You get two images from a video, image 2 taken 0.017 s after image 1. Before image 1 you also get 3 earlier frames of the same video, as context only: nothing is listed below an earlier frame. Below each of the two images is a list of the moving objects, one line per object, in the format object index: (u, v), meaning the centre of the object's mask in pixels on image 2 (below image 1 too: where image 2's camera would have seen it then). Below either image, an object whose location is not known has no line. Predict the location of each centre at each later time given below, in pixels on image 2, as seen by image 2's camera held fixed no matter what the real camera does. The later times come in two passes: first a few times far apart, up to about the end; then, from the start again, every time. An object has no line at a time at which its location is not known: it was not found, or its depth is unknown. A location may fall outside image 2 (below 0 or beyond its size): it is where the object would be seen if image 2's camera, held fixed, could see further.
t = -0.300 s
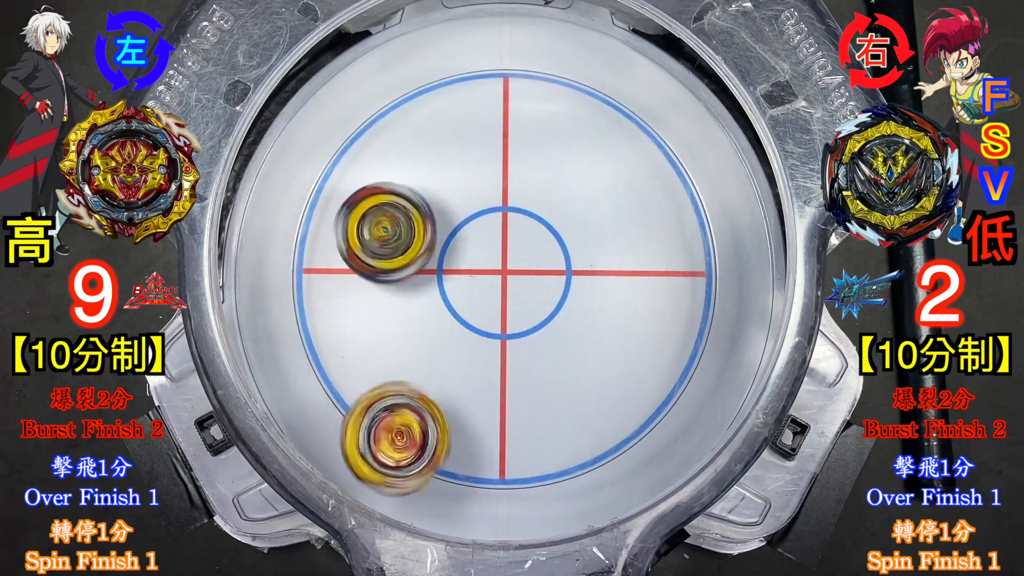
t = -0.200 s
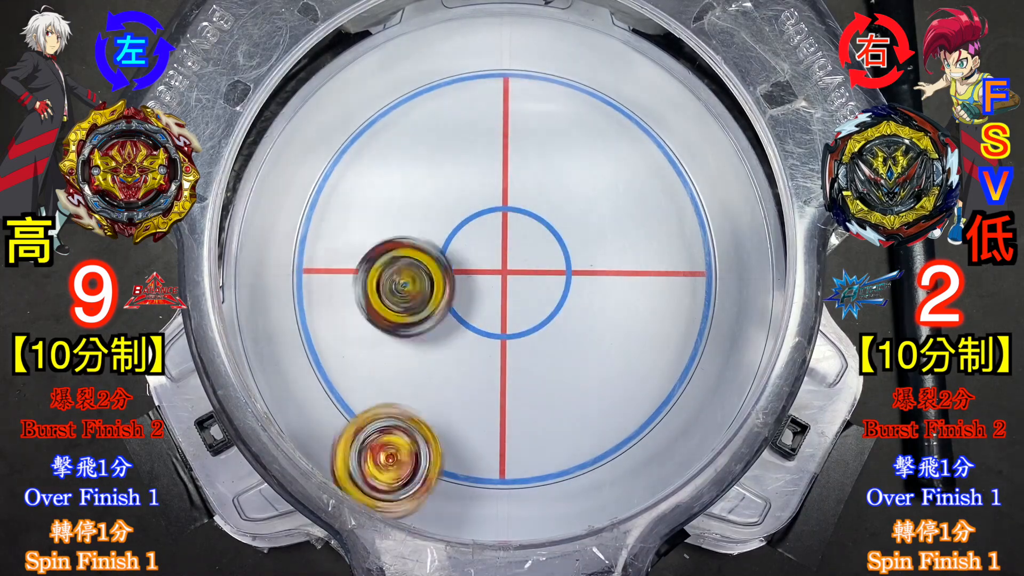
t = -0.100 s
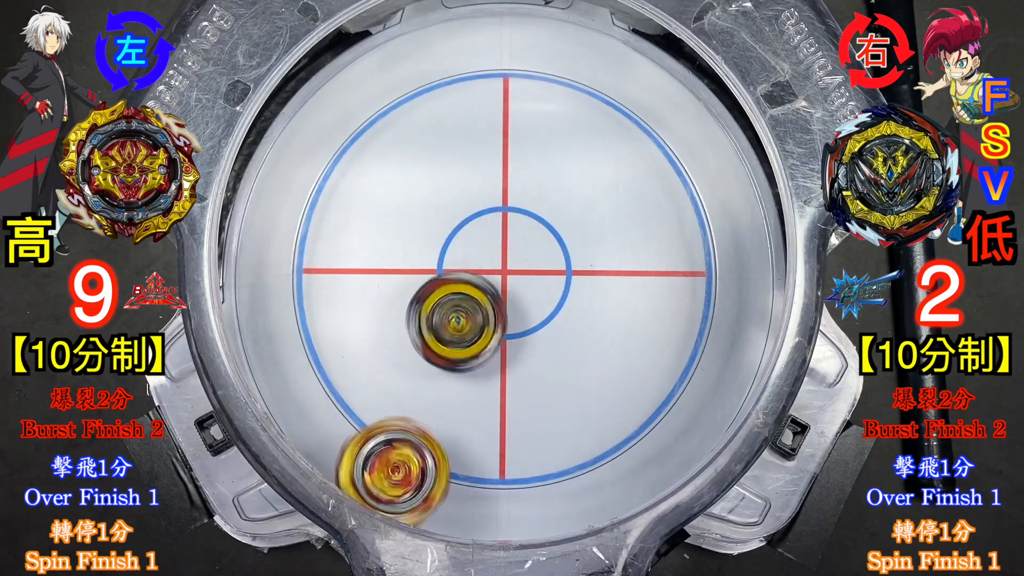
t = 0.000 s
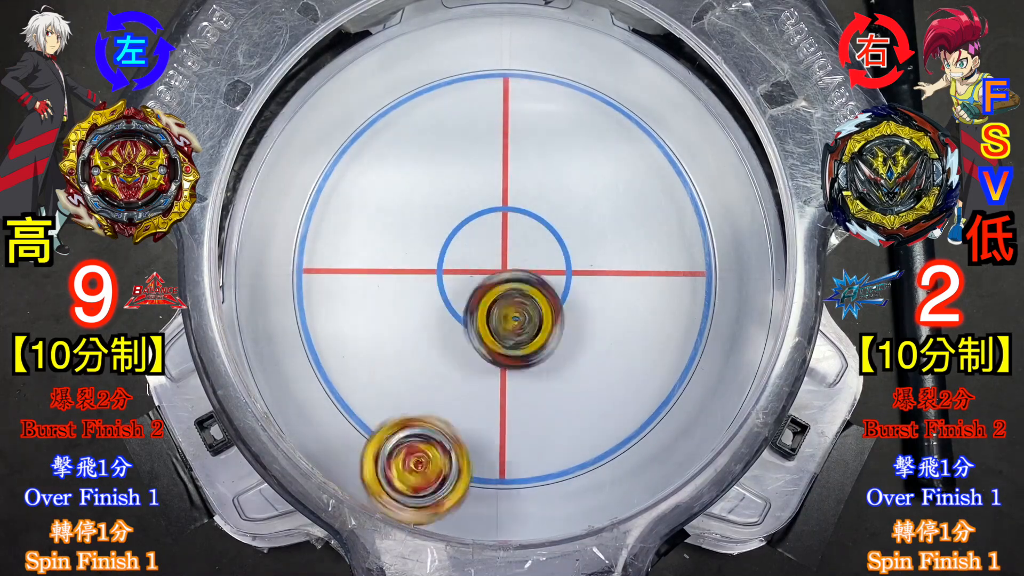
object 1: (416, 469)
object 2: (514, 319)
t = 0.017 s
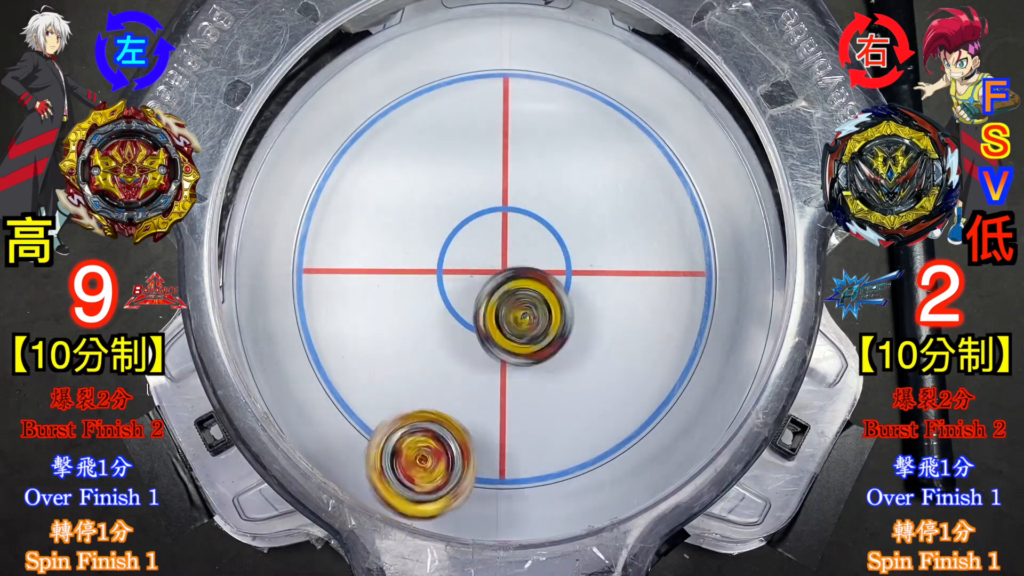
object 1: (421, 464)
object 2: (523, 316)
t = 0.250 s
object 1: (523, 339)
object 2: (585, 220)
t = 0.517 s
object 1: (681, 364)
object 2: (500, 142)
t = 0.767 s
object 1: (580, 336)
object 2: (434, 257)
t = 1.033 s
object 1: (567, 203)
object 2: (537, 350)
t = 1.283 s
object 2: (630, 289)
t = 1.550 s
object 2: (618, 218)
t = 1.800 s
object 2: (507, 244)
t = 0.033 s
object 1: (427, 459)
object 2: (531, 312)
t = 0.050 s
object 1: (435, 455)
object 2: (540, 307)
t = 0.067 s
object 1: (439, 450)
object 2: (547, 302)
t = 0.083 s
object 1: (446, 440)
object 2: (554, 296)
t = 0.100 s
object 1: (454, 432)
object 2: (560, 289)
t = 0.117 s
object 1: (462, 423)
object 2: (565, 283)
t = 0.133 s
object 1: (467, 412)
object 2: (570, 276)
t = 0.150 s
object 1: (475, 401)
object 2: (574, 269)
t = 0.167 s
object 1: (482, 389)
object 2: (578, 261)
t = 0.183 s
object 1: (490, 379)
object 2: (581, 254)
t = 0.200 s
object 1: (496, 366)
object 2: (584, 245)
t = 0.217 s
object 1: (505, 355)
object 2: (585, 237)
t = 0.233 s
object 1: (514, 346)
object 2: (585, 228)
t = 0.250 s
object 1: (523, 339)
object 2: (585, 220)
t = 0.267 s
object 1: (536, 333)
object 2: (585, 212)
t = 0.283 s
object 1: (548, 331)
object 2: (584, 204)
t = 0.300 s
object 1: (561, 330)
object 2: (583, 195)
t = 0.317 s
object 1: (573, 329)
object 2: (581, 187)
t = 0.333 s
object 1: (588, 331)
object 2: (577, 179)
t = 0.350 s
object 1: (599, 331)
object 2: (573, 172)
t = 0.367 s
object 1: (609, 333)
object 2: (568, 165)
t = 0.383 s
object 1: (623, 336)
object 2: (562, 160)
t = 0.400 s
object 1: (632, 341)
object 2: (556, 155)
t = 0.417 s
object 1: (642, 343)
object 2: (549, 151)
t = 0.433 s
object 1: (652, 347)
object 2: (542, 147)
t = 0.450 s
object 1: (662, 353)
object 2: (534, 144)
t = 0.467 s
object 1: (668, 356)
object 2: (526, 142)
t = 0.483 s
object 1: (674, 358)
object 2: (517, 140)
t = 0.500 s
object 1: (682, 361)
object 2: (508, 141)
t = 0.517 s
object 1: (681, 364)
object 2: (500, 142)
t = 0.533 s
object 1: (678, 366)
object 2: (492, 144)
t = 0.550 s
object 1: (676, 367)
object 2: (483, 147)
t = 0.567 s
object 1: (665, 371)
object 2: (475, 151)
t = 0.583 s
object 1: (652, 373)
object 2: (467, 156)
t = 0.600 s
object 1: (637, 374)
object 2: (460, 163)
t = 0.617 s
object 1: (630, 373)
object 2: (453, 170)
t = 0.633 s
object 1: (619, 372)
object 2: (447, 178)
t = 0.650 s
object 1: (607, 373)
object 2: (442, 188)
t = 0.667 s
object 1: (604, 369)
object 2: (439, 196)
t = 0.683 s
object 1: (597, 366)
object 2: (435, 206)
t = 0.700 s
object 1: (589, 363)
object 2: (434, 215)
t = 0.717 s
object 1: (589, 355)
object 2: (432, 225)
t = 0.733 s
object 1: (587, 352)
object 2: (432, 236)
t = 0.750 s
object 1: (583, 345)
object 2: (432, 246)
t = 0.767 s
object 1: (580, 336)
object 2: (434, 257)
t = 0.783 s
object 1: (577, 330)
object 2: (437, 266)
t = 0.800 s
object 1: (574, 323)
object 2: (440, 275)
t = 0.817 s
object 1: (570, 313)
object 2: (444, 284)
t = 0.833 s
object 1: (570, 306)
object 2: (448, 293)
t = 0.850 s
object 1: (568, 297)
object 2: (453, 301)
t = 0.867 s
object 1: (567, 287)
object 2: (459, 309)
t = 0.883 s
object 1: (569, 278)
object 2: (465, 317)
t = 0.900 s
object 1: (567, 269)
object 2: (472, 324)
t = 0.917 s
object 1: (566, 259)
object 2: (480, 329)
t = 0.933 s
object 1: (568, 251)
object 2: (487, 334)
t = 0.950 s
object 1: (567, 242)
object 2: (495, 338)
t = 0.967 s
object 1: (566, 234)
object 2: (503, 342)
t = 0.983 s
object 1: (568, 226)
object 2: (511, 345)
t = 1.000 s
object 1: (566, 219)
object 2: (520, 348)
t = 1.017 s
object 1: (566, 211)
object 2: (529, 349)
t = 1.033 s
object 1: (567, 203)
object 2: (537, 350)
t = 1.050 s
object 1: (566, 197)
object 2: (546, 350)
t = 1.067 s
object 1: (564, 190)
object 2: (554, 350)
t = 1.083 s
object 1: (565, 182)
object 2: (562, 349)
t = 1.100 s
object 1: (564, 178)
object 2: (570, 348)
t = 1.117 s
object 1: (562, 174)
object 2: (579, 346)
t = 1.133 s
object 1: (563, 167)
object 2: (586, 344)
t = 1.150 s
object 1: (561, 164)
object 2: (594, 340)
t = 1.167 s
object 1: (558, 162)
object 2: (601, 335)
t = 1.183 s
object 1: (558, 154)
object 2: (607, 330)
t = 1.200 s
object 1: (558, 153)
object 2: (612, 326)
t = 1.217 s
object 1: (556, 149)
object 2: (617, 320)
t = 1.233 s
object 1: (556, 145)
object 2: (622, 313)
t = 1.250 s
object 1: (555, 146)
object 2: (626, 306)
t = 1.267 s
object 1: (552, 144)
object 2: (629, 297)
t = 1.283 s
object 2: (630, 289)
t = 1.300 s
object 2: (631, 282)
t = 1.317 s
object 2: (631, 274)
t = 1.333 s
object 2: (631, 266)
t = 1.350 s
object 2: (630, 258)
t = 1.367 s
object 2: (628, 249)
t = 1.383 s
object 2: (624, 241)
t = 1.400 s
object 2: (619, 233)
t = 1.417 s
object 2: (615, 226)
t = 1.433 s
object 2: (613, 221)
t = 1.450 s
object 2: (617, 220)
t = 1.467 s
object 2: (620, 219)
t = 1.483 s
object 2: (623, 219)
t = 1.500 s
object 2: (622, 219)
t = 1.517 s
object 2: (622, 219)
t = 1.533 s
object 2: (620, 219)
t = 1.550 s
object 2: (618, 218)
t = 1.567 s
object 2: (613, 217)
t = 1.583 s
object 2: (608, 216)
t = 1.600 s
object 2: (601, 215)
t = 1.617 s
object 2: (595, 214)
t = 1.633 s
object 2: (587, 212)
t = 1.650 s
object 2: (578, 210)
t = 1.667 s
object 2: (570, 210)
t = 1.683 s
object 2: (561, 211)
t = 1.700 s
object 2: (552, 214)
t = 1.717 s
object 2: (544, 216)
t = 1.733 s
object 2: (535, 220)
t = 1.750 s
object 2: (527, 224)
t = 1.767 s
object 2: (519, 230)
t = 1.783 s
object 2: (512, 236)
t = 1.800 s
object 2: (507, 244)
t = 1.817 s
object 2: (501, 251)
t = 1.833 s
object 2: (497, 258)
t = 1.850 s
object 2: (493, 266)
